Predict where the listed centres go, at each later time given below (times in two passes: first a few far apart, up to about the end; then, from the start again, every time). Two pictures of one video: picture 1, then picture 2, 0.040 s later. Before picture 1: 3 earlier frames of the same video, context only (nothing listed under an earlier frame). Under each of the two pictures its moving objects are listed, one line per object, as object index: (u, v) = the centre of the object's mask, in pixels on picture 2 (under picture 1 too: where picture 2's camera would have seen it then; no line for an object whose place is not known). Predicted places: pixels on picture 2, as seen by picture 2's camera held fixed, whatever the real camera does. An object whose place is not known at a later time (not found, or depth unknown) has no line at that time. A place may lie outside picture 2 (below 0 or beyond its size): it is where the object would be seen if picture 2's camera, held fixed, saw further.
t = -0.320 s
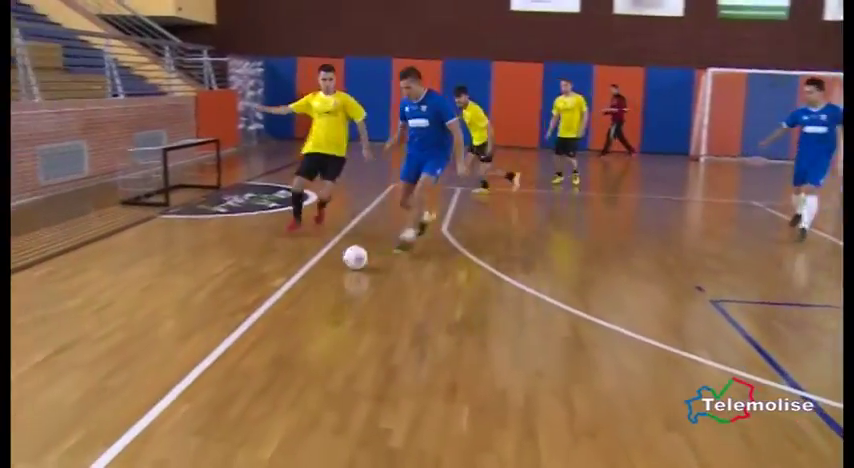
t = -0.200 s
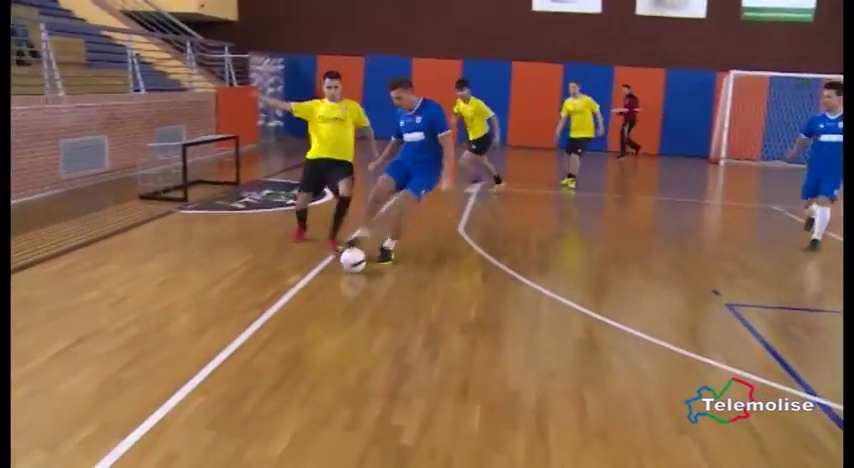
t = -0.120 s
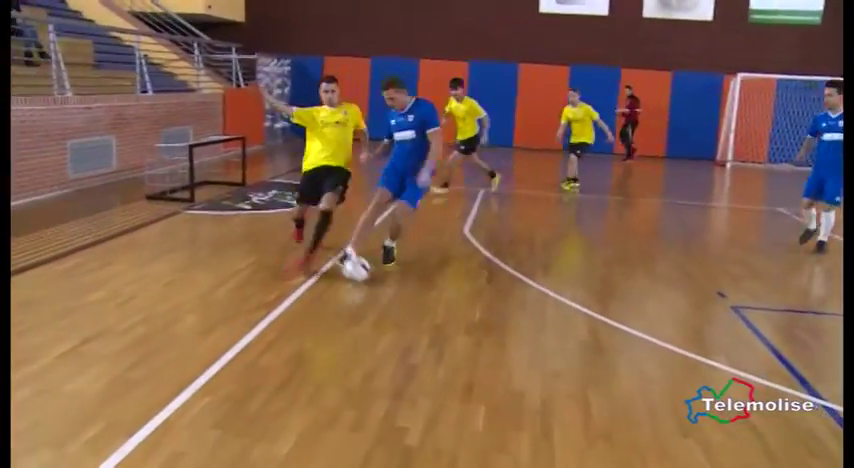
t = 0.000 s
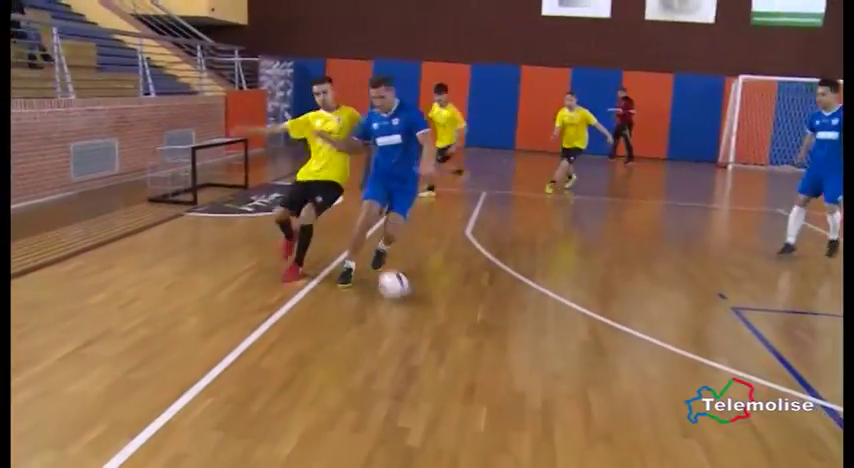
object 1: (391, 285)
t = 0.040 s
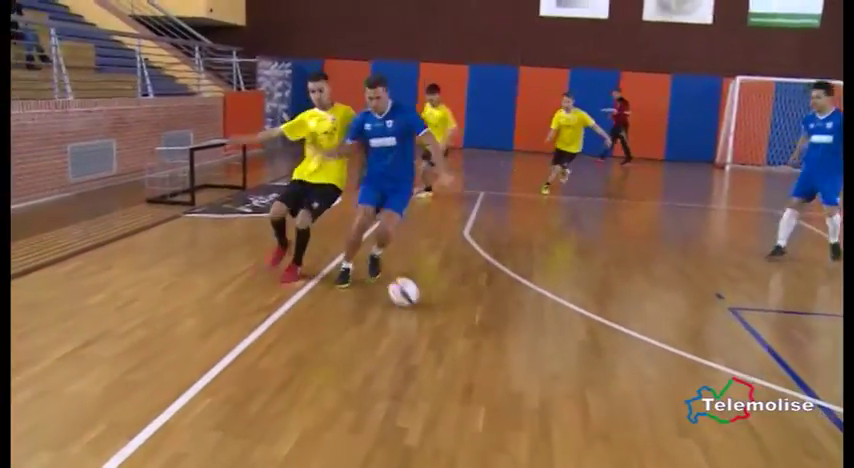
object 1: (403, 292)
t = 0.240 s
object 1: (452, 322)
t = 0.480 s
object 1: (505, 360)
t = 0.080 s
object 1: (414, 297)
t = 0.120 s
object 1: (424, 303)
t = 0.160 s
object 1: (434, 309)
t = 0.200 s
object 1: (443, 314)
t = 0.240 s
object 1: (452, 322)
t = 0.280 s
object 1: (460, 326)
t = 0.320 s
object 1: (468, 333)
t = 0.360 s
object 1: (476, 339)
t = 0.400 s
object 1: (485, 346)
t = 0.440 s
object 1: (495, 352)
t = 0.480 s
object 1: (505, 360)
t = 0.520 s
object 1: (515, 367)
